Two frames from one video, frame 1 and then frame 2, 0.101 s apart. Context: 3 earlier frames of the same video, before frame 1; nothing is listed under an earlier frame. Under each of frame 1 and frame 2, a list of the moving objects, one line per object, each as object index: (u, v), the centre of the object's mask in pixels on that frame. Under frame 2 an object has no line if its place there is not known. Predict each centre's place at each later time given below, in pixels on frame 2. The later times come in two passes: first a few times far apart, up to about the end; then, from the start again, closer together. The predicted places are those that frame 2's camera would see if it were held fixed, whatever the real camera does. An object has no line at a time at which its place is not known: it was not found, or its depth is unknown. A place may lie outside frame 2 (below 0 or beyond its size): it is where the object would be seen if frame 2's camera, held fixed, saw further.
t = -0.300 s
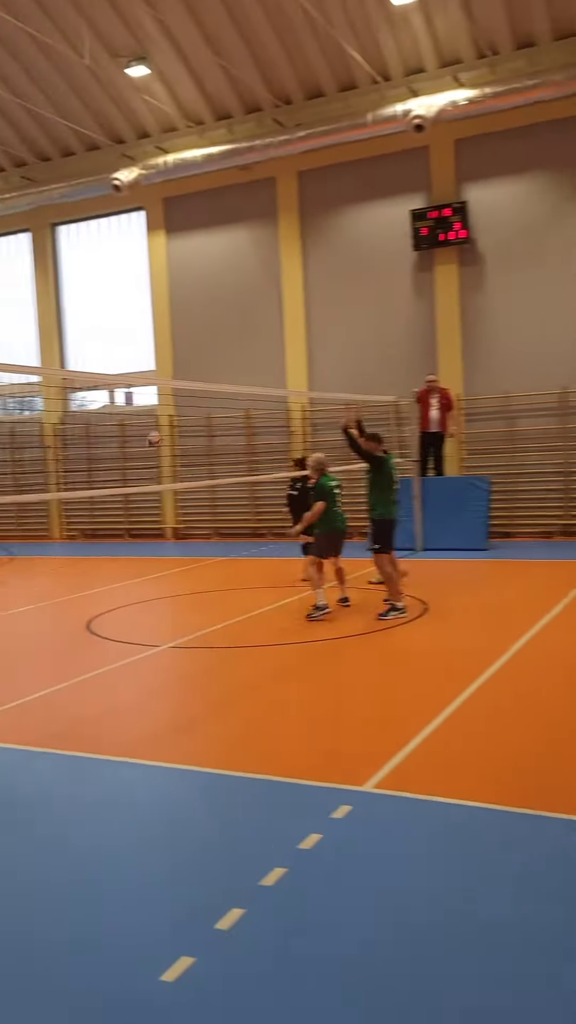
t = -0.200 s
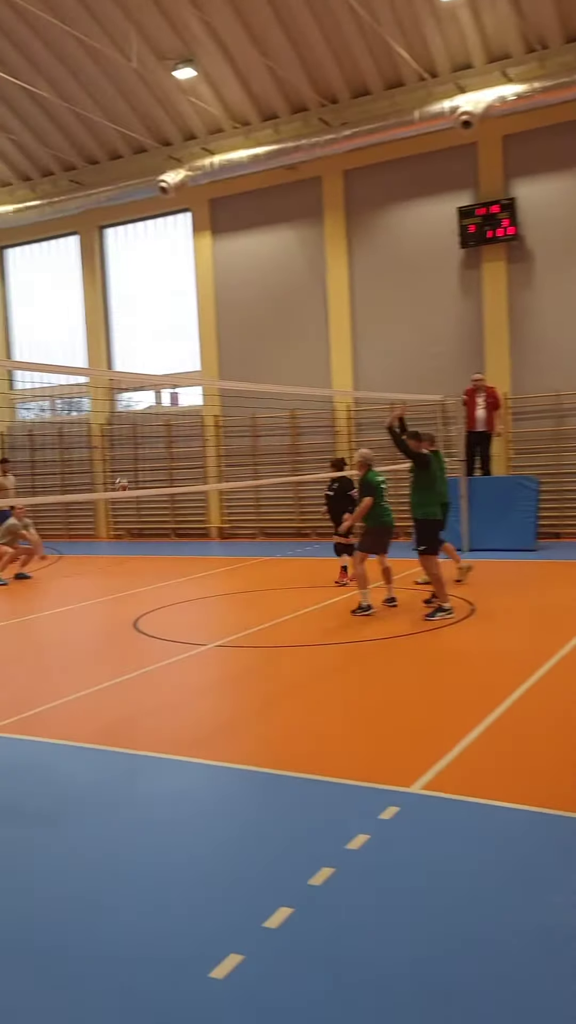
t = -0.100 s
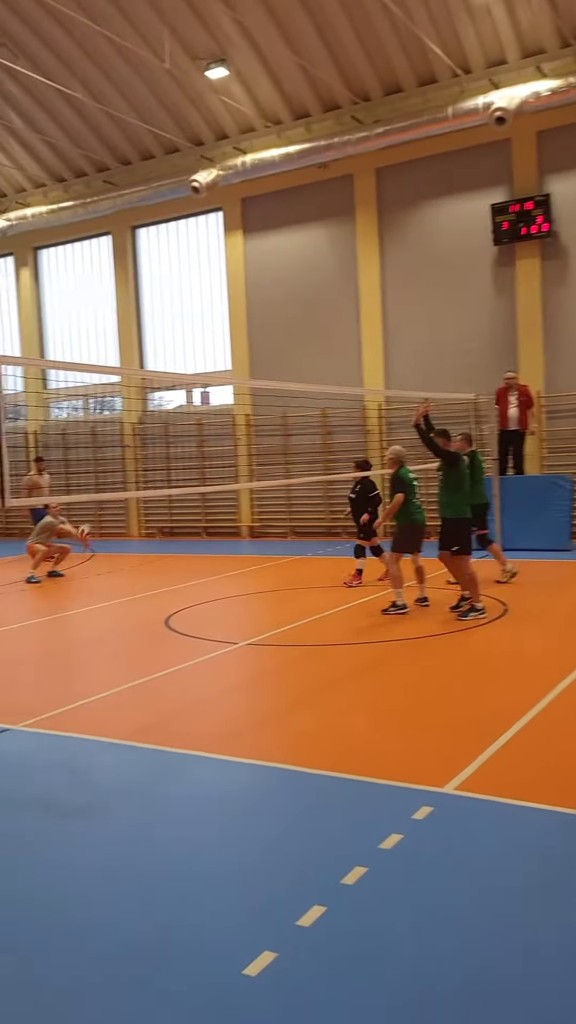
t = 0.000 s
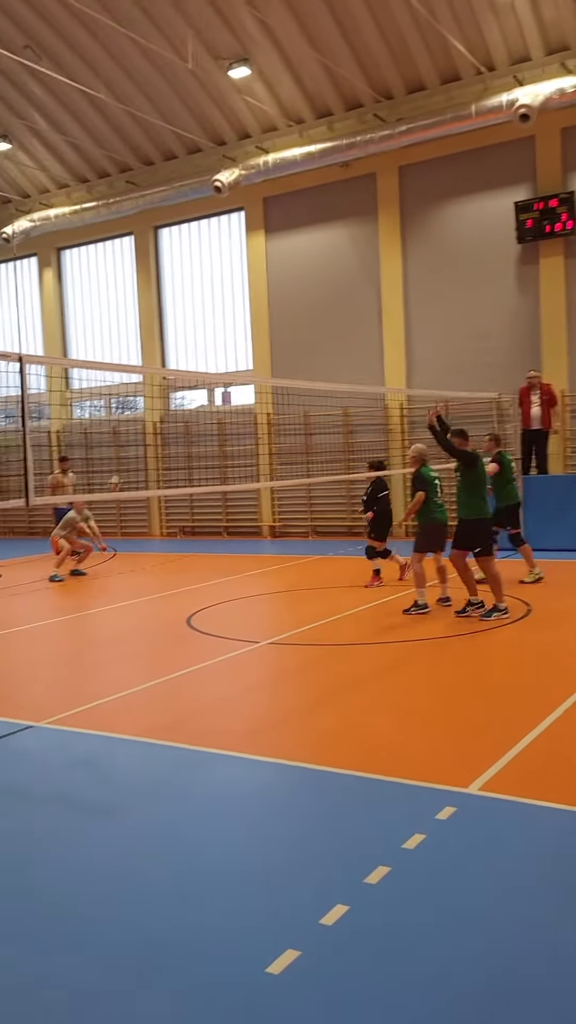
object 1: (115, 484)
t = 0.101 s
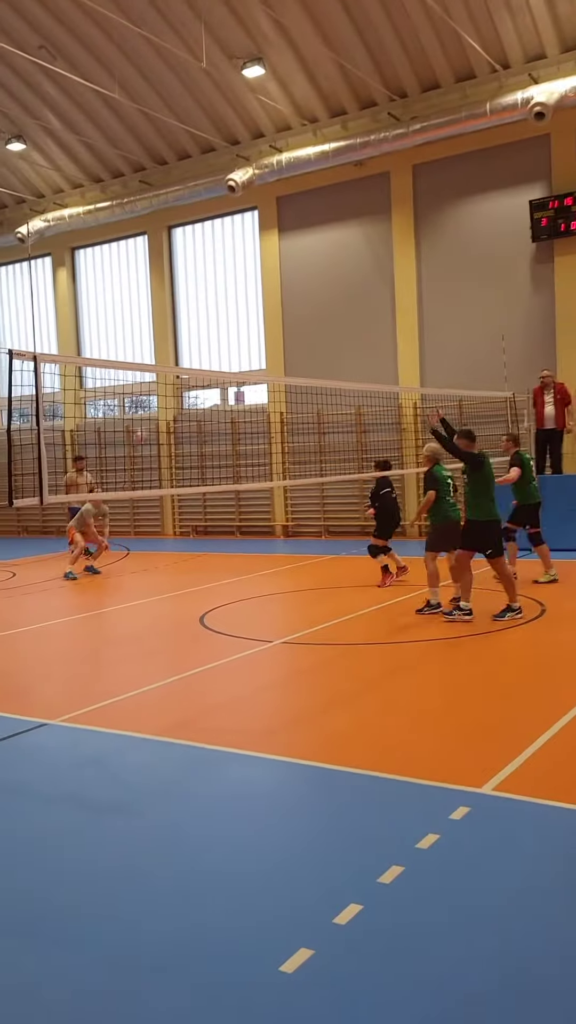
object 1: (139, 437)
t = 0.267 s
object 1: (162, 377)
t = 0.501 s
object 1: (194, 311)
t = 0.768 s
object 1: (234, 284)
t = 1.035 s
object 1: (278, 309)
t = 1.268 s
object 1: (322, 373)
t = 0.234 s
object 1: (158, 385)
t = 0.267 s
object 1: (162, 377)
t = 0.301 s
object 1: (167, 362)
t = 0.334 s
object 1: (171, 351)
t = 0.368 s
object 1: (176, 343)
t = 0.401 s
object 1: (180, 333)
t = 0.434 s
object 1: (184, 325)
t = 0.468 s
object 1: (189, 317)
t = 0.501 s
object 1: (194, 311)
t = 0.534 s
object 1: (199, 304)
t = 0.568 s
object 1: (203, 299)
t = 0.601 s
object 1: (209, 295)
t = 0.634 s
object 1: (213, 291)
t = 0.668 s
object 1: (219, 288)
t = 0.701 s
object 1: (223, 286)
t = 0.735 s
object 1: (229, 284)
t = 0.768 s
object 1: (234, 284)
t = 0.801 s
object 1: (239, 284)
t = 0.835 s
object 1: (244, 285)
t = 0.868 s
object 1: (250, 287)
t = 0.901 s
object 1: (255, 290)
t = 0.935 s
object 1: (261, 293)
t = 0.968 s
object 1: (267, 298)
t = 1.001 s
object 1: (272, 302)
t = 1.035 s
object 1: (278, 309)
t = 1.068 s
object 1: (284, 315)
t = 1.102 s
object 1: (290, 323)
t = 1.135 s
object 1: (297, 332)
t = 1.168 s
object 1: (303, 340)
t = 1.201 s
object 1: (309, 351)
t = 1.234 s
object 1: (315, 361)
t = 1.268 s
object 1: (322, 373)
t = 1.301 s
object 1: (328, 391)
